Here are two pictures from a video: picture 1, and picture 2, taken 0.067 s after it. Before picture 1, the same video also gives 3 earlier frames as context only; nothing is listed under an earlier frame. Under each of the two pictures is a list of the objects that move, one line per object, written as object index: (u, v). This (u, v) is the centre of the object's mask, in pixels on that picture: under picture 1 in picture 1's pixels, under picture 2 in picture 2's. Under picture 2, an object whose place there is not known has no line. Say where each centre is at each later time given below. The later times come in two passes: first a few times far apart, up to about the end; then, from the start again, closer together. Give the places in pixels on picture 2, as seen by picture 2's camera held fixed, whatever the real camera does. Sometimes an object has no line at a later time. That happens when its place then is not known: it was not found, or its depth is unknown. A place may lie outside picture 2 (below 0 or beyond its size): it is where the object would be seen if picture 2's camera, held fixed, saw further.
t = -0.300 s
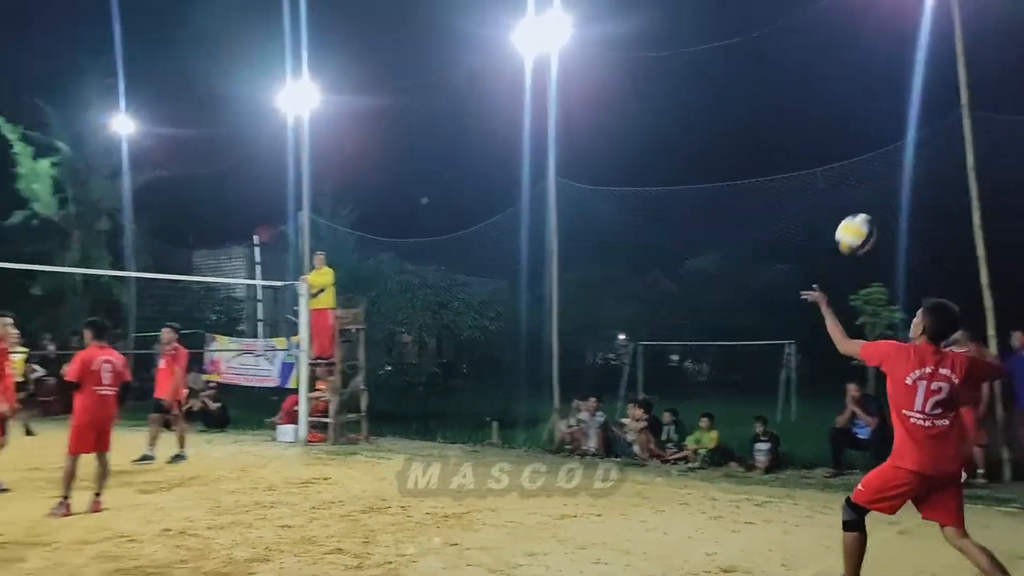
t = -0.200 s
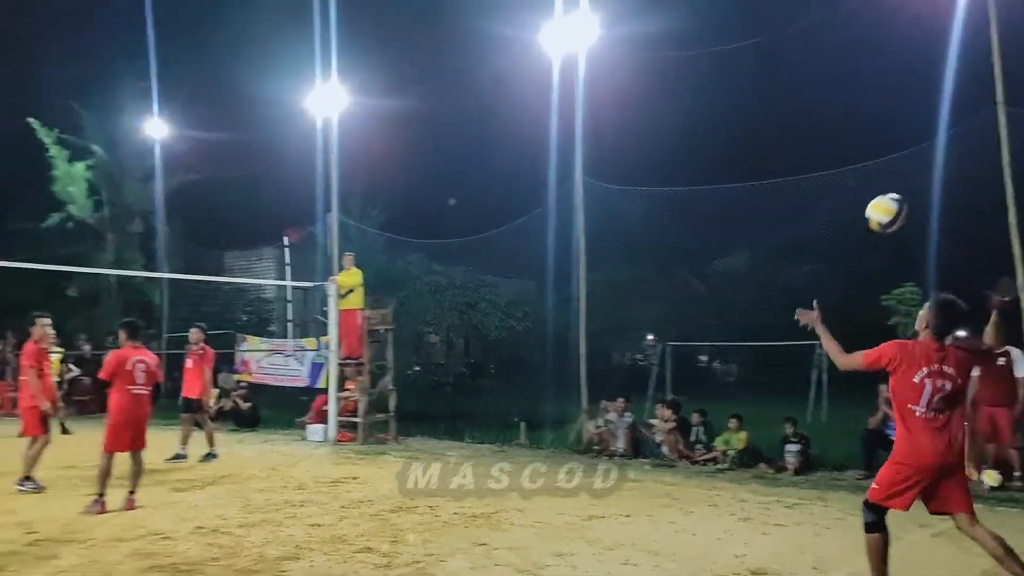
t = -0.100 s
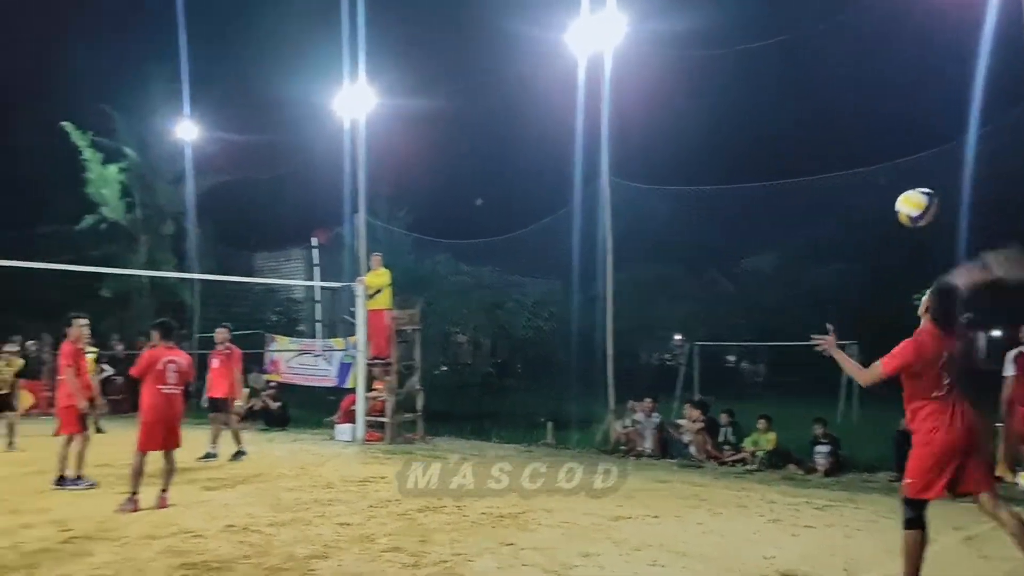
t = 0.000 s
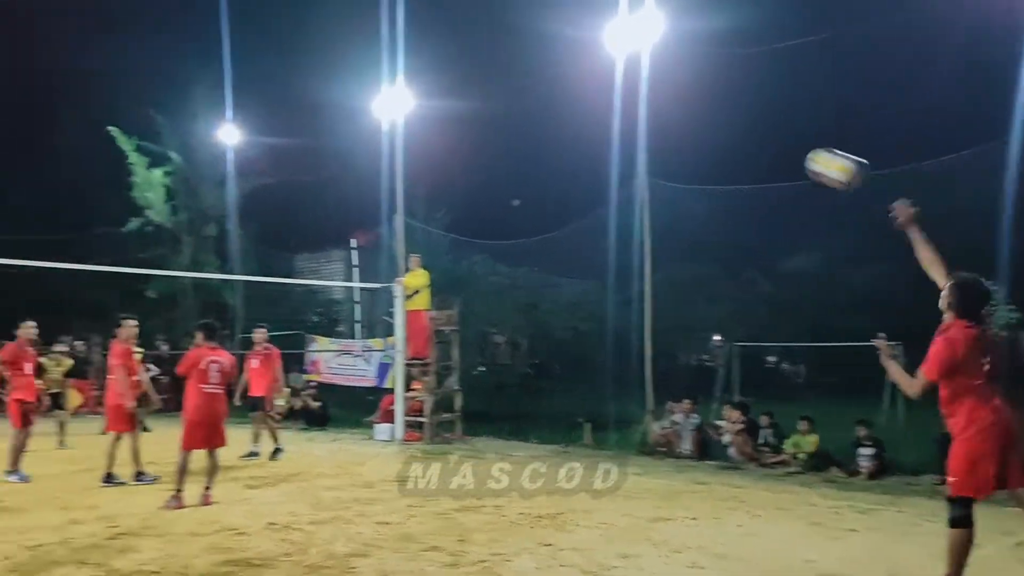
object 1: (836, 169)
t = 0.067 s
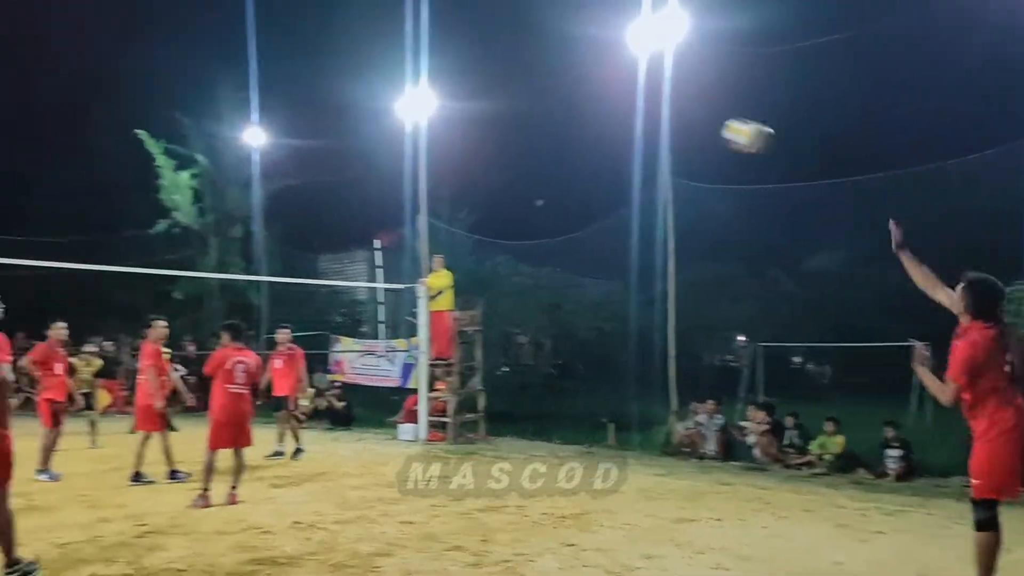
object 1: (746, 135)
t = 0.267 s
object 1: (516, 98)
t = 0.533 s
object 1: (347, 122)
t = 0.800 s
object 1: (259, 179)
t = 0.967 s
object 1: (219, 227)
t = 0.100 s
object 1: (697, 123)
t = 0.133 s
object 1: (651, 112)
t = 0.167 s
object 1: (615, 108)
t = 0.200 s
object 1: (578, 103)
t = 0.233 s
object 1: (546, 100)
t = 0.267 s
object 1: (516, 98)
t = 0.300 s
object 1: (488, 98)
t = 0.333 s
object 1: (465, 100)
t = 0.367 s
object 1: (447, 100)
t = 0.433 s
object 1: (396, 108)
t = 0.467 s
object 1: (382, 113)
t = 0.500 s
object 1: (364, 117)
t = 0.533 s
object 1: (347, 122)
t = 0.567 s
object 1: (333, 128)
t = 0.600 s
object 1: (320, 134)
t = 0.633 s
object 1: (309, 141)
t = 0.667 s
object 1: (297, 148)
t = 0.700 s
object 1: (287, 156)
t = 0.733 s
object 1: (277, 163)
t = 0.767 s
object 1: (269, 171)
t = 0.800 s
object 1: (259, 179)
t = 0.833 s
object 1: (251, 188)
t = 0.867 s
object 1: (242, 197)
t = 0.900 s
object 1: (235, 206)
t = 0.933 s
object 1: (226, 216)
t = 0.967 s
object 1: (219, 227)
